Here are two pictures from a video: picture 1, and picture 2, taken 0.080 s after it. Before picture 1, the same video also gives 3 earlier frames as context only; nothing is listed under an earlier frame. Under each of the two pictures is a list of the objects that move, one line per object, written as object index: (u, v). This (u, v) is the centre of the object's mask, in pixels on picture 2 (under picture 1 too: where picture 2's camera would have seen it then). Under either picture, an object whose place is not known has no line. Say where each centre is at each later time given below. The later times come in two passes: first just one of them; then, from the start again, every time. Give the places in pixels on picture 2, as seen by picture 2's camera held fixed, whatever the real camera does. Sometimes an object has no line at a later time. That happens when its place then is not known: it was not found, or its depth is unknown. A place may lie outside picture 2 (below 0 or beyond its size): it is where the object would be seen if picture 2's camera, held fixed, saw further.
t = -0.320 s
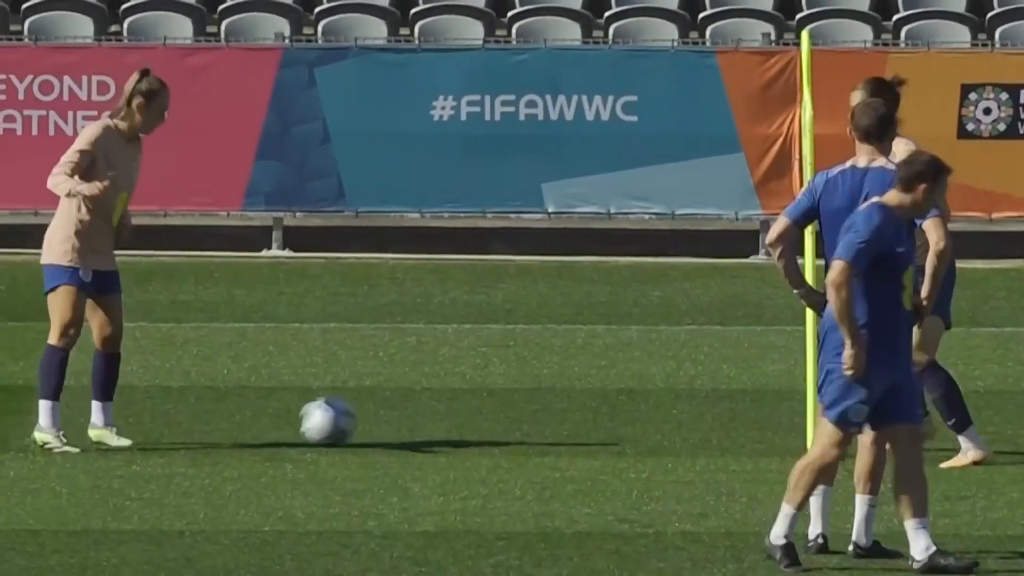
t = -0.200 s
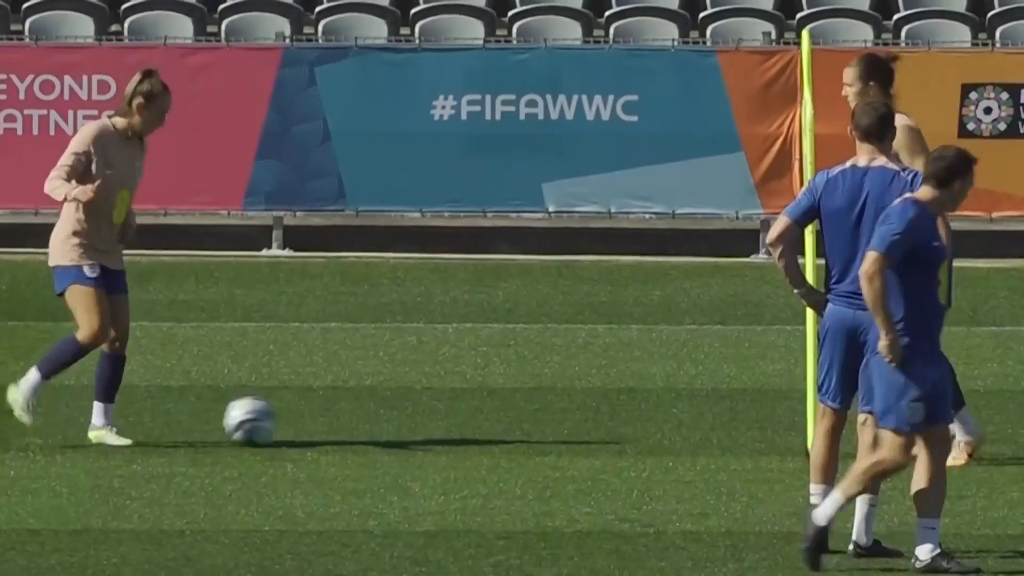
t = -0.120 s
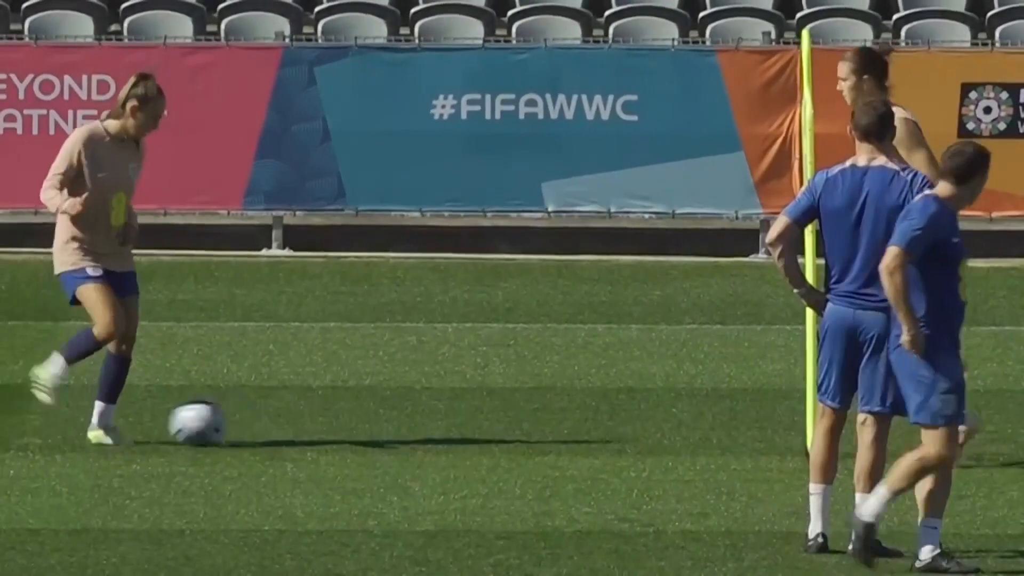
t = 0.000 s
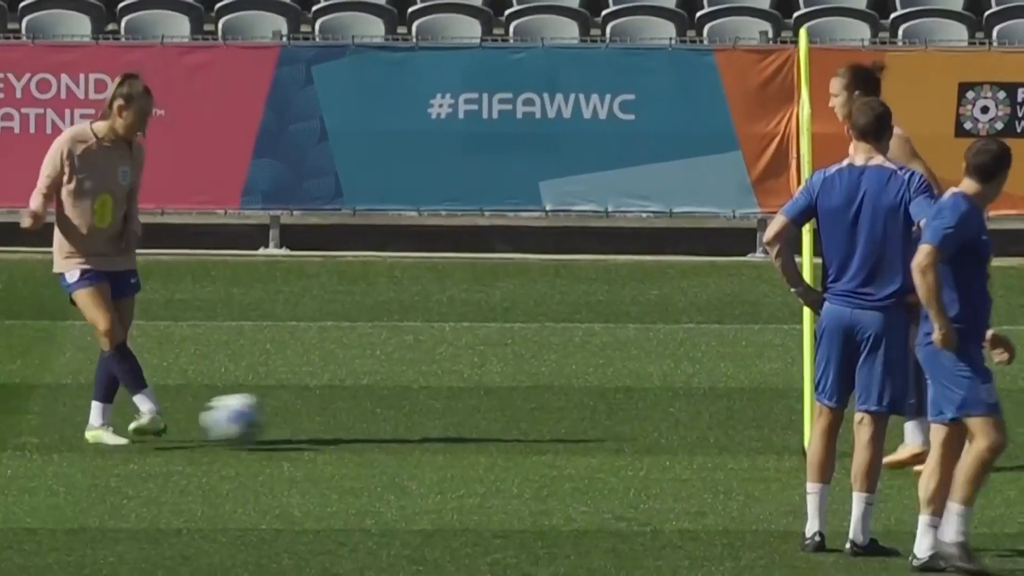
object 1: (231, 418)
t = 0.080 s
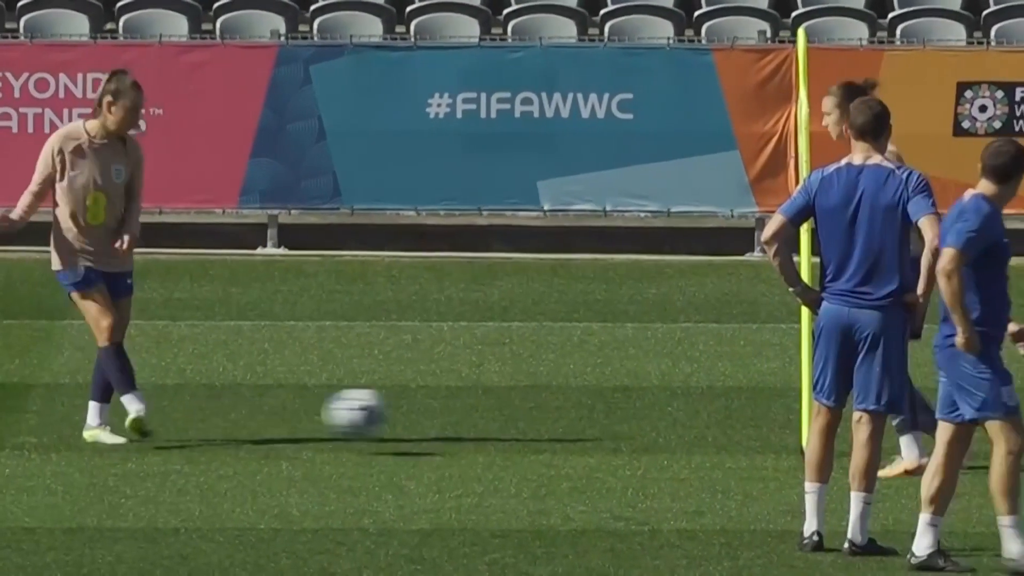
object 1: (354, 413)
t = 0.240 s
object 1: (602, 438)
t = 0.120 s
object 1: (416, 417)
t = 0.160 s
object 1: (479, 424)
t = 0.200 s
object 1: (542, 435)
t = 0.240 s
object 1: (602, 438)
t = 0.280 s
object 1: (656, 434)
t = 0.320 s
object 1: (710, 433)
